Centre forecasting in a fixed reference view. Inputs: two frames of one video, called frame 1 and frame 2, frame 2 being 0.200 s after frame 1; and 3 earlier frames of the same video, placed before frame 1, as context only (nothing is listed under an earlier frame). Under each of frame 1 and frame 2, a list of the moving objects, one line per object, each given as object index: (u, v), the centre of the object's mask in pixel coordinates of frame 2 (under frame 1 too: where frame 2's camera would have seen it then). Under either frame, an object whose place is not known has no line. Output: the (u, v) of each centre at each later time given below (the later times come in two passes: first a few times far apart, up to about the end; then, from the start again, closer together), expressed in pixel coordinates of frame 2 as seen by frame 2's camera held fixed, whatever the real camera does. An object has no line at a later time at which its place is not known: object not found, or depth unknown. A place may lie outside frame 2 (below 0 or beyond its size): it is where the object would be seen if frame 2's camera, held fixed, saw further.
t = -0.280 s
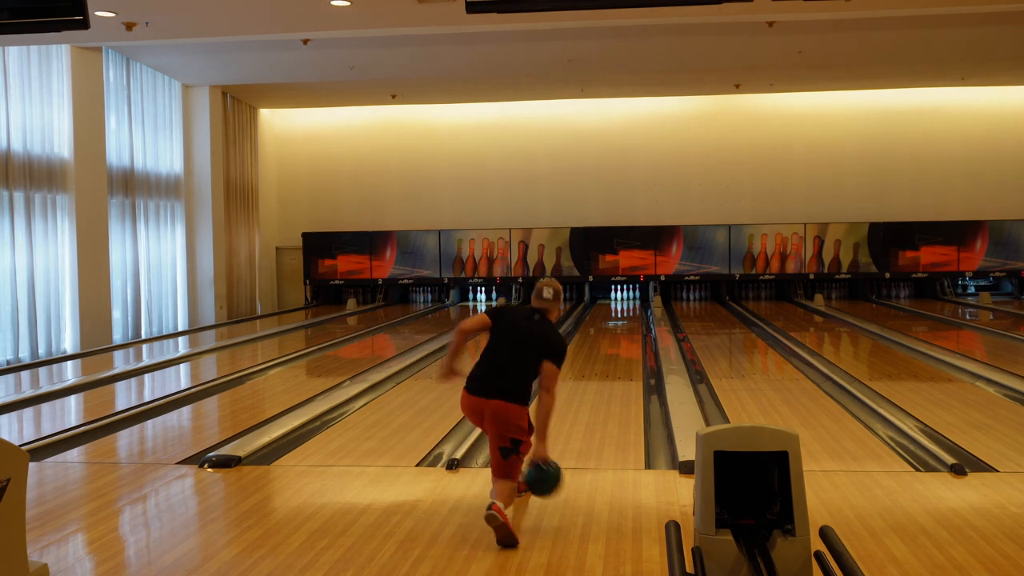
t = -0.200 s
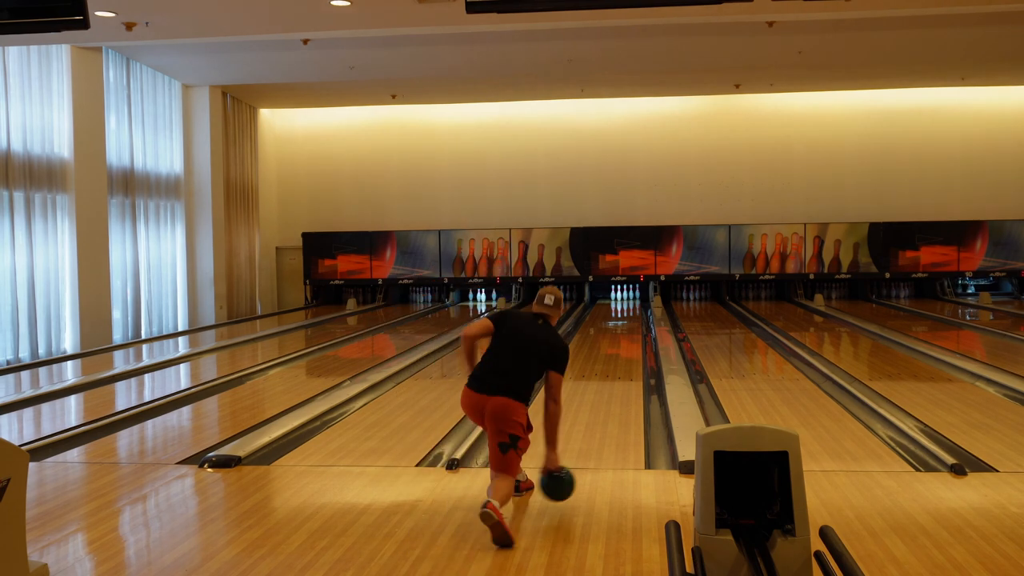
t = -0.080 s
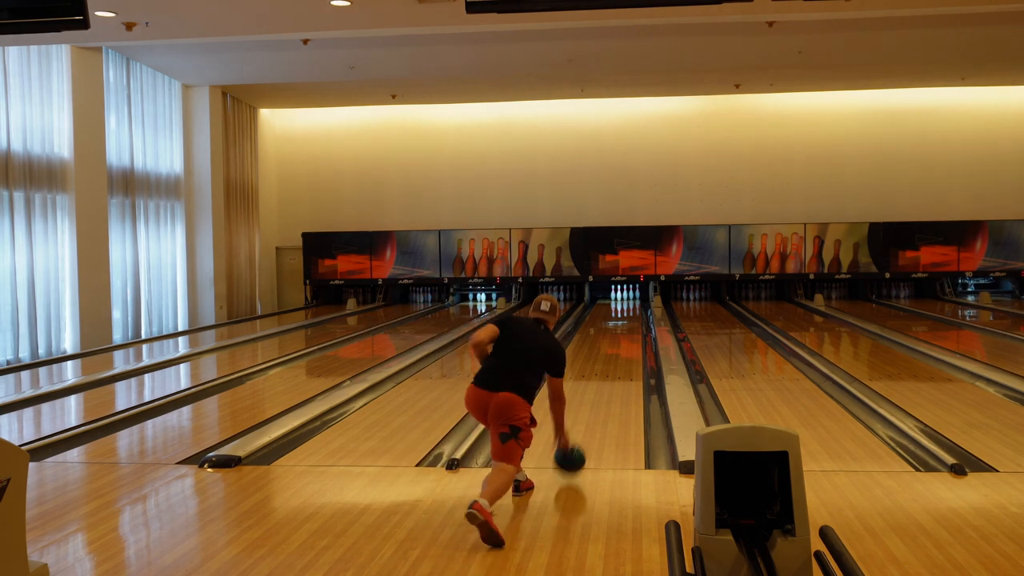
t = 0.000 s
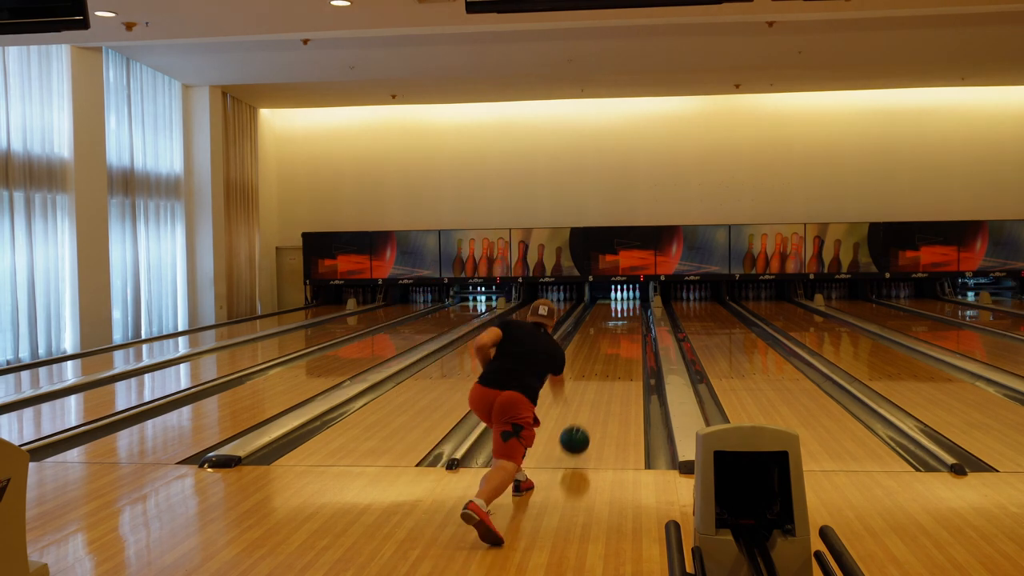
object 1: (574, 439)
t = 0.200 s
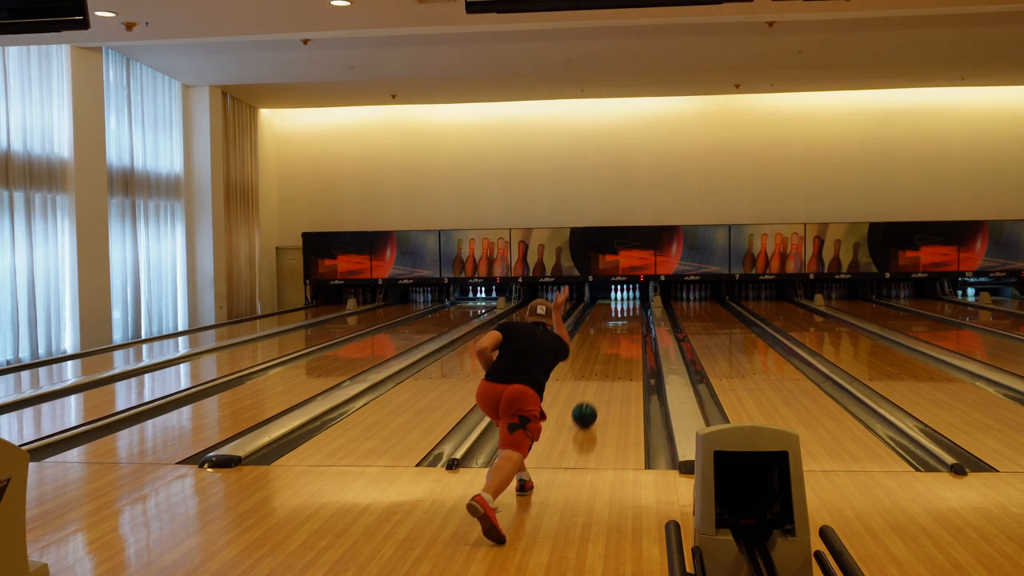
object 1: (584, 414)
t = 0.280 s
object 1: (587, 404)
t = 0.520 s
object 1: (595, 379)
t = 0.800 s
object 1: (601, 359)
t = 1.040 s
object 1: (605, 345)
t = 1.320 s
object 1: (609, 333)
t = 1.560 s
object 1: (612, 325)
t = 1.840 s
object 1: (615, 317)
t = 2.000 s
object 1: (616, 313)
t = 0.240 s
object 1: (586, 409)
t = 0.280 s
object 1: (587, 404)
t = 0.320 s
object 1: (589, 399)
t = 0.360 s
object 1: (590, 395)
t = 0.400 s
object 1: (591, 391)
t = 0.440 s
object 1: (593, 387)
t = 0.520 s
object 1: (595, 379)
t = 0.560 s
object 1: (596, 376)
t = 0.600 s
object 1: (597, 373)
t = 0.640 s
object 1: (598, 370)
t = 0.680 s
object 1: (599, 367)
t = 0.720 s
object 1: (600, 364)
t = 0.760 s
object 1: (600, 361)
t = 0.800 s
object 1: (601, 359)
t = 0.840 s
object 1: (602, 356)
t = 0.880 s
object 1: (603, 354)
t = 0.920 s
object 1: (603, 352)
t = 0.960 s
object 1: (604, 349)
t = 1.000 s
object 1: (605, 347)
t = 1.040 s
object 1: (605, 345)
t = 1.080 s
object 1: (606, 343)
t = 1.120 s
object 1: (607, 341)
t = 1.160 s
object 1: (607, 340)
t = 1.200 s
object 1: (608, 338)
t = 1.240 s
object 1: (608, 336)
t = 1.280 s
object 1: (609, 335)
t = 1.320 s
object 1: (609, 333)
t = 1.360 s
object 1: (610, 331)
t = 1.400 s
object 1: (610, 330)
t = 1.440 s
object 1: (610, 329)
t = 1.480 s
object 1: (611, 327)
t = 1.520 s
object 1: (612, 326)
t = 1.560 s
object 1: (612, 325)
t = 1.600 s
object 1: (612, 324)
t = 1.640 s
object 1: (613, 322)
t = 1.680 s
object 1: (613, 321)
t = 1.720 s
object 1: (614, 320)
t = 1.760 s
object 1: (614, 319)
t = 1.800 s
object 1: (614, 318)
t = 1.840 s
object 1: (615, 317)
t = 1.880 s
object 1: (615, 315)
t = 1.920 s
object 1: (616, 315)
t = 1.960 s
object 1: (616, 314)
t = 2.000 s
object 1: (616, 313)
